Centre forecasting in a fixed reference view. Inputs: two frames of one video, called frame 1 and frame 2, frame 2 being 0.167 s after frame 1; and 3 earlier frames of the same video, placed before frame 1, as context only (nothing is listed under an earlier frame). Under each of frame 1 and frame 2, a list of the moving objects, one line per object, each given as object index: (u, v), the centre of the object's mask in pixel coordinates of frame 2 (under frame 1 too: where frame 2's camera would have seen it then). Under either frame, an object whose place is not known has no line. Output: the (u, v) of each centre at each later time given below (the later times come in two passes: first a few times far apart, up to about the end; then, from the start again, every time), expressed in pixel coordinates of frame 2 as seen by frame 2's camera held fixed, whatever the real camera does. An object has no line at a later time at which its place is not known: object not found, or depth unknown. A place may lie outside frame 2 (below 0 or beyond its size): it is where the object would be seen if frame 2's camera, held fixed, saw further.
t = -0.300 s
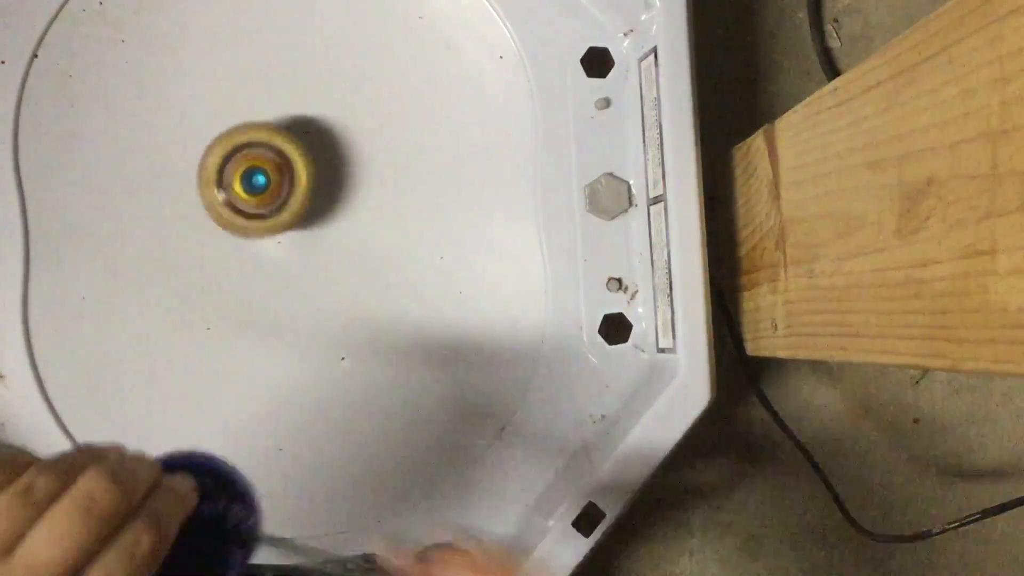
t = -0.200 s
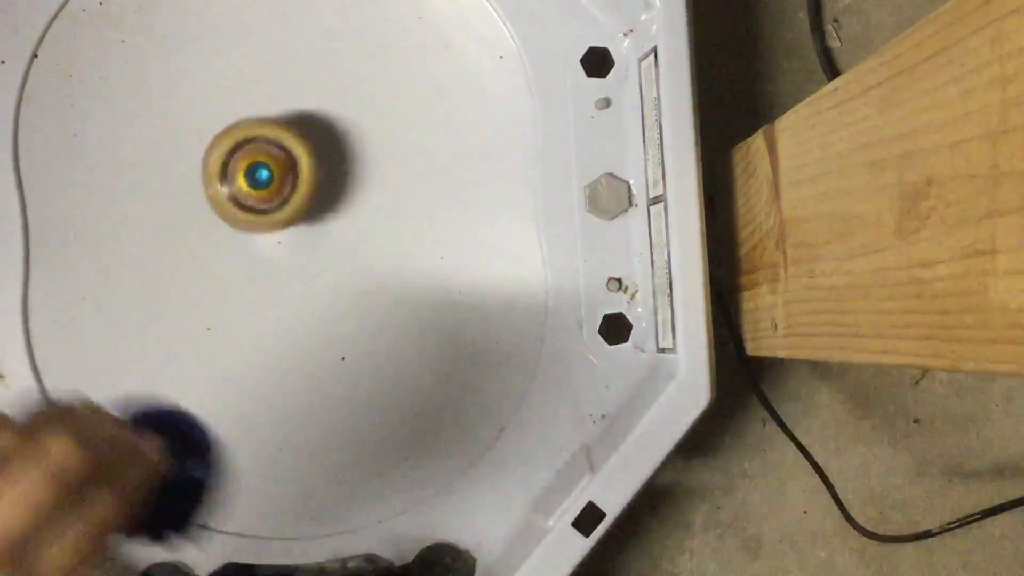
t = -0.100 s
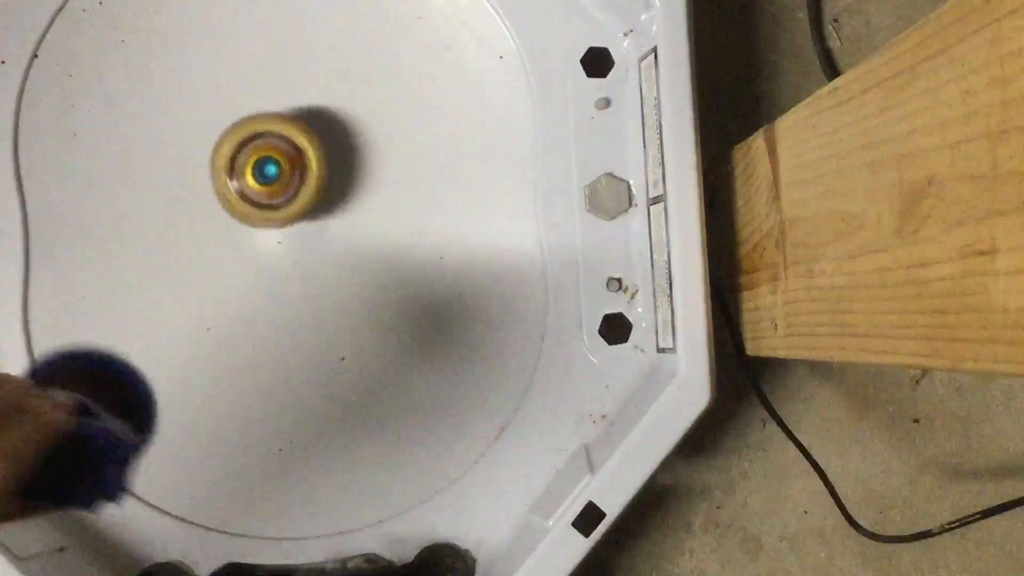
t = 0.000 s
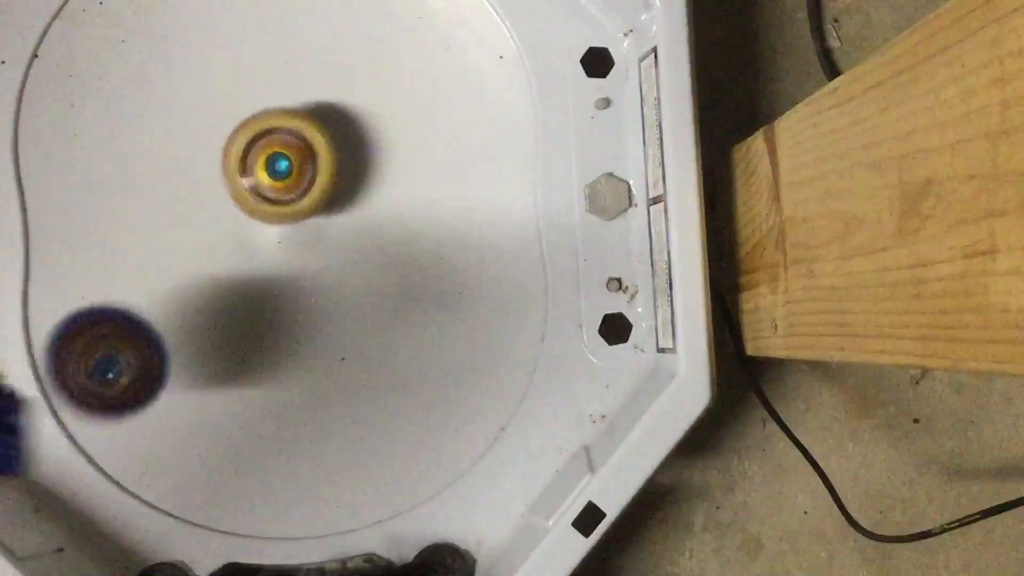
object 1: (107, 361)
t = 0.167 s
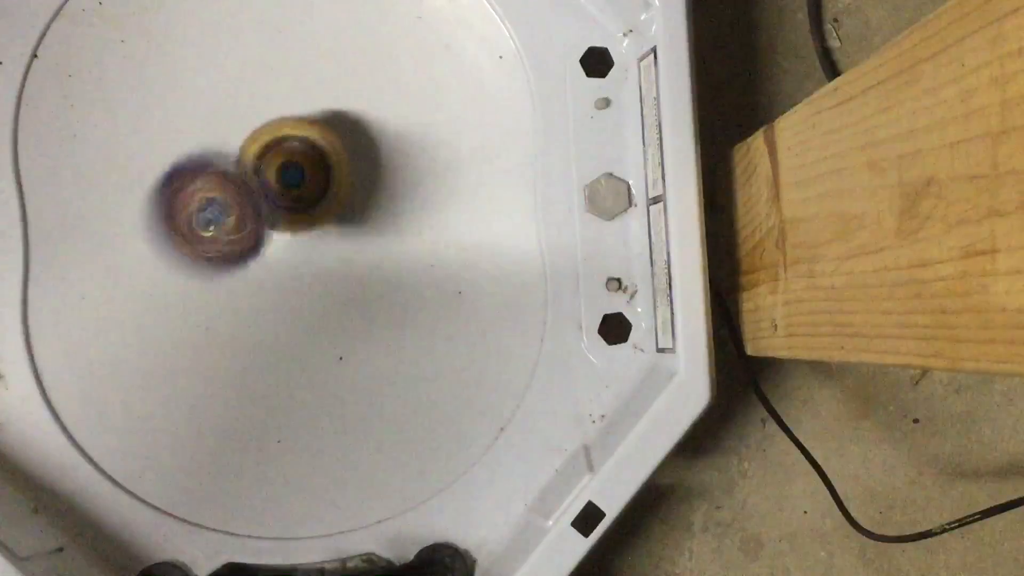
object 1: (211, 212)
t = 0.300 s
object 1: (422, 75)
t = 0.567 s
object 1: (552, 64)
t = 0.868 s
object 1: (347, 212)
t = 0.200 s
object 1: (261, 178)
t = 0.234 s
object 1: (319, 145)
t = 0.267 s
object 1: (370, 104)
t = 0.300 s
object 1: (422, 75)
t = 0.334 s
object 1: (476, 50)
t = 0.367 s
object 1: (514, 40)
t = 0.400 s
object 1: (540, 34)
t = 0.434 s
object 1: (559, 31)
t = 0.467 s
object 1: (573, 32)
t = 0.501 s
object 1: (564, 43)
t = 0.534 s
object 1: (559, 51)
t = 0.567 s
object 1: (552, 64)
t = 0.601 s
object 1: (529, 80)
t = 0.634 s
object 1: (520, 88)
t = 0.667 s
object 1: (503, 100)
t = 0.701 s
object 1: (469, 109)
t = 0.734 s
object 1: (432, 118)
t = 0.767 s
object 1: (398, 128)
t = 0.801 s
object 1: (369, 141)
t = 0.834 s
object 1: (347, 162)
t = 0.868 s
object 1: (347, 212)
